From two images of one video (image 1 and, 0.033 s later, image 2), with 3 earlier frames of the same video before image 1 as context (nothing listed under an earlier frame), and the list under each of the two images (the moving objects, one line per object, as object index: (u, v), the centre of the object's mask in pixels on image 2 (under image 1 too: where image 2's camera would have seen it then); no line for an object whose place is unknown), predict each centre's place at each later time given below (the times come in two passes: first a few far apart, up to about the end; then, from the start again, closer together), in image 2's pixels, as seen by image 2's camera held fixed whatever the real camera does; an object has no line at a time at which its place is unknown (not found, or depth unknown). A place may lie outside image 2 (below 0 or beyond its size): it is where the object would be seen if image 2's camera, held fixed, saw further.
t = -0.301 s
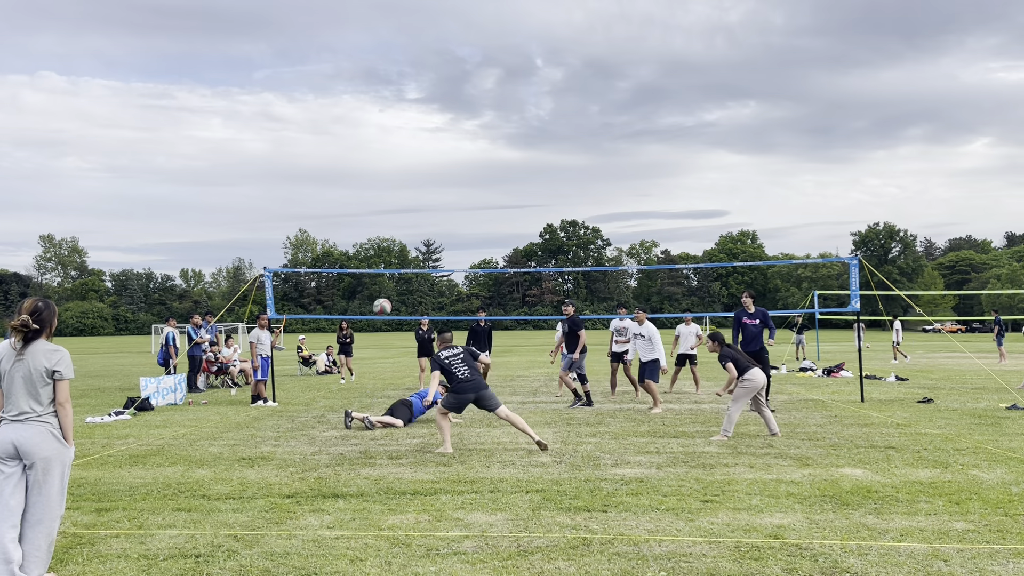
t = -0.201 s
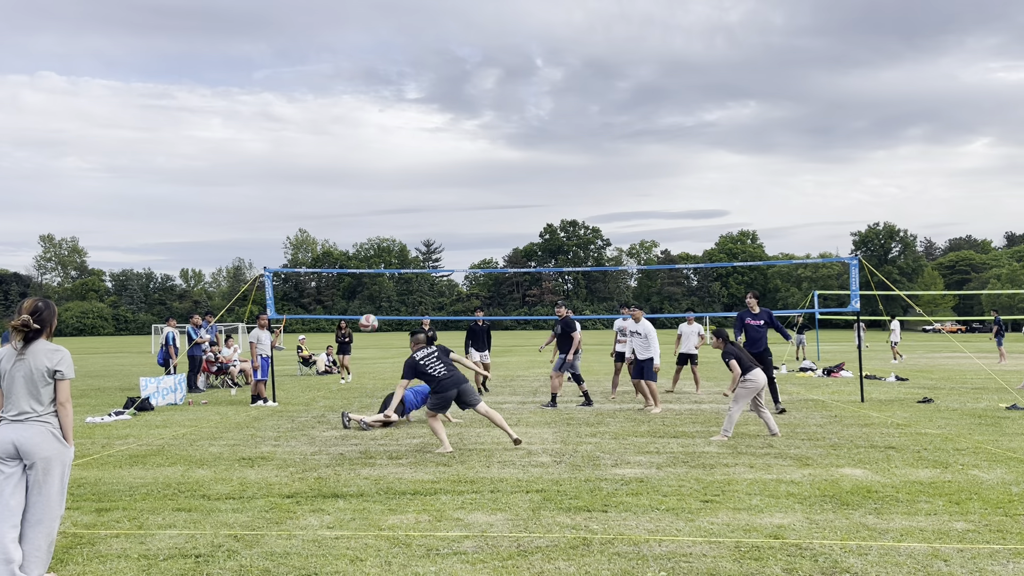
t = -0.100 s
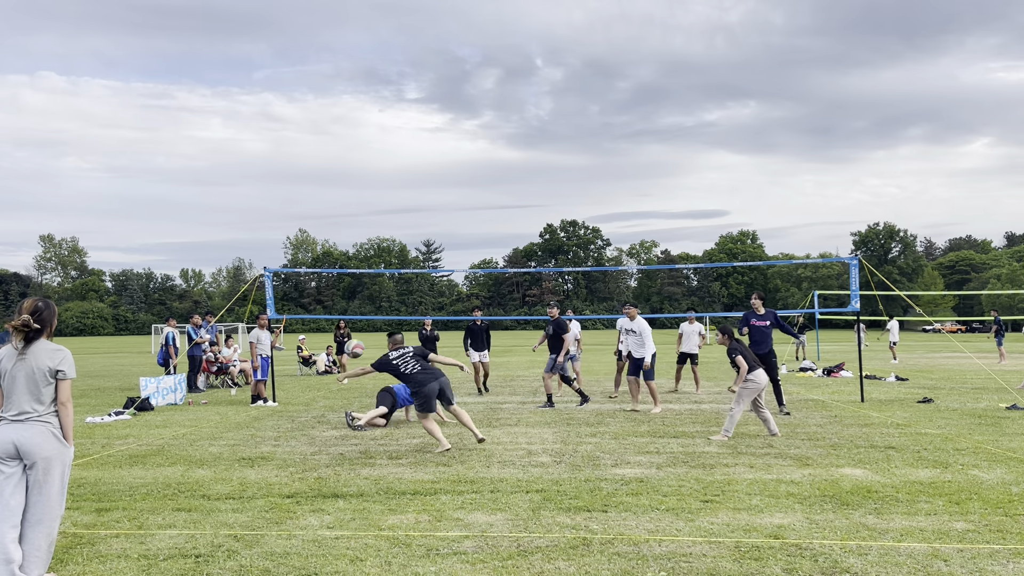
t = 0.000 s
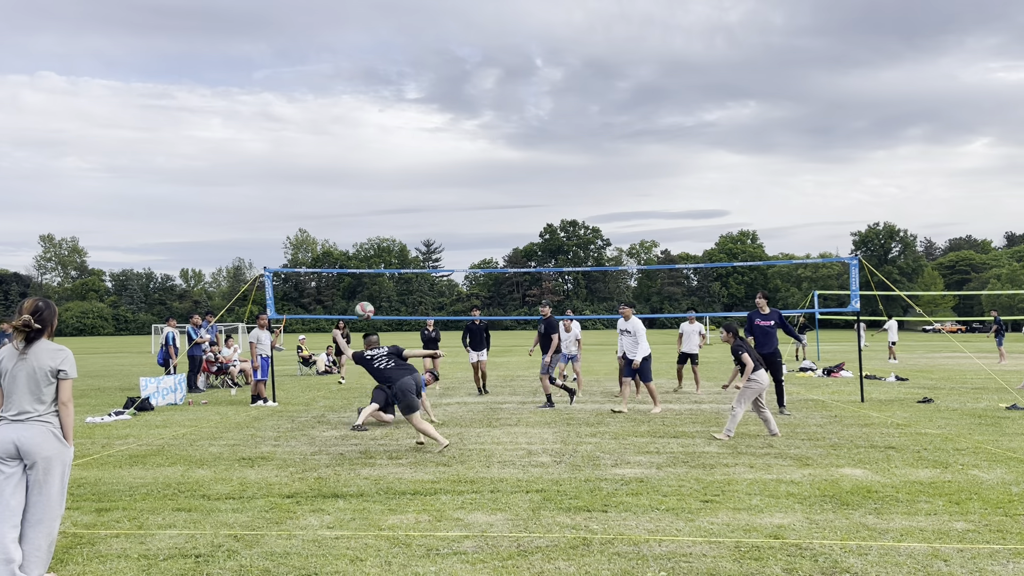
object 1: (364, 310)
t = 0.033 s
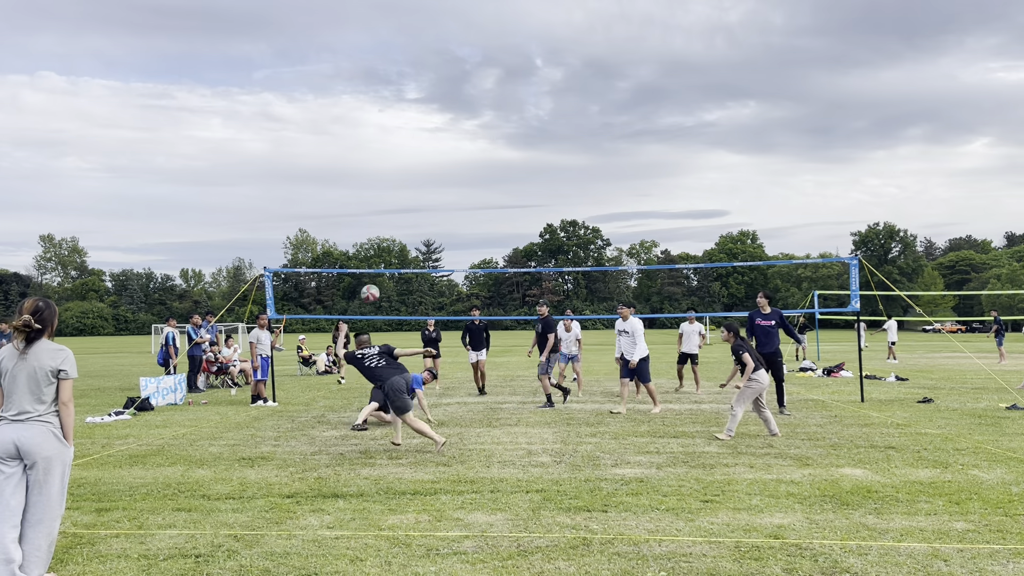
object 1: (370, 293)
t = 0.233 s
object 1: (401, 219)
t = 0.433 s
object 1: (427, 186)
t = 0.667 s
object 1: (451, 187)
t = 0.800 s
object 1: (464, 203)
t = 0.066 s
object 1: (376, 277)
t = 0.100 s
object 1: (381, 263)
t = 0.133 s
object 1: (387, 249)
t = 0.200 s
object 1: (397, 228)
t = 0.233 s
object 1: (401, 219)
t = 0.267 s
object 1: (406, 211)
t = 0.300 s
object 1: (410, 204)
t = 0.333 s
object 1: (415, 198)
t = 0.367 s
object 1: (419, 193)
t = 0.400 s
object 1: (423, 189)
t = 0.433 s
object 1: (427, 186)
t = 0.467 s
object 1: (431, 184)
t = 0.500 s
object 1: (435, 183)
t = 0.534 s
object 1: (438, 182)
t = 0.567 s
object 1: (442, 183)
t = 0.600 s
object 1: (445, 183)
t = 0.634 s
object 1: (448, 185)
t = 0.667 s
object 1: (451, 187)
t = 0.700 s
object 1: (455, 191)
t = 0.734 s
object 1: (458, 194)
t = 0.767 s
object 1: (461, 198)
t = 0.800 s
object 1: (464, 203)
